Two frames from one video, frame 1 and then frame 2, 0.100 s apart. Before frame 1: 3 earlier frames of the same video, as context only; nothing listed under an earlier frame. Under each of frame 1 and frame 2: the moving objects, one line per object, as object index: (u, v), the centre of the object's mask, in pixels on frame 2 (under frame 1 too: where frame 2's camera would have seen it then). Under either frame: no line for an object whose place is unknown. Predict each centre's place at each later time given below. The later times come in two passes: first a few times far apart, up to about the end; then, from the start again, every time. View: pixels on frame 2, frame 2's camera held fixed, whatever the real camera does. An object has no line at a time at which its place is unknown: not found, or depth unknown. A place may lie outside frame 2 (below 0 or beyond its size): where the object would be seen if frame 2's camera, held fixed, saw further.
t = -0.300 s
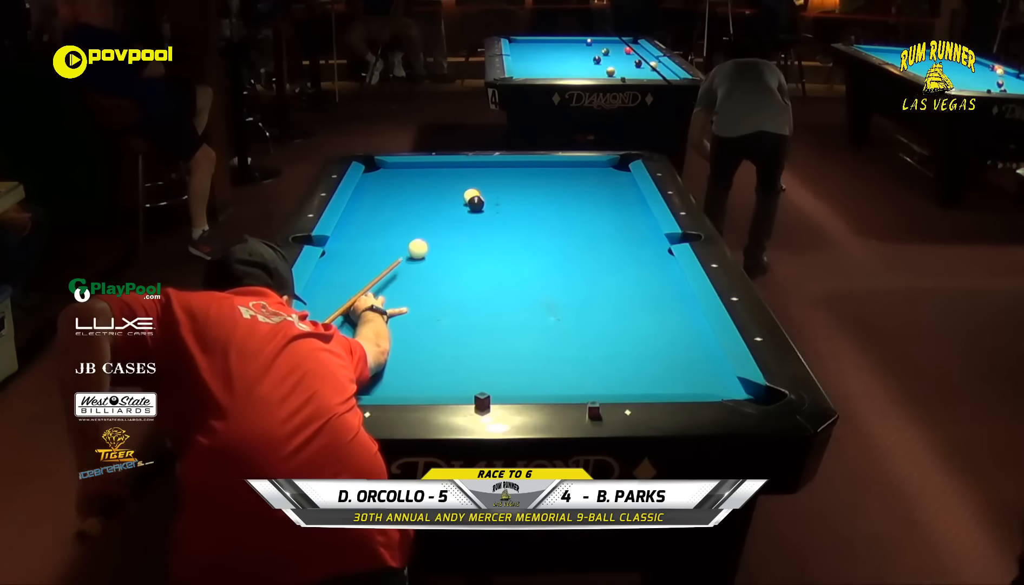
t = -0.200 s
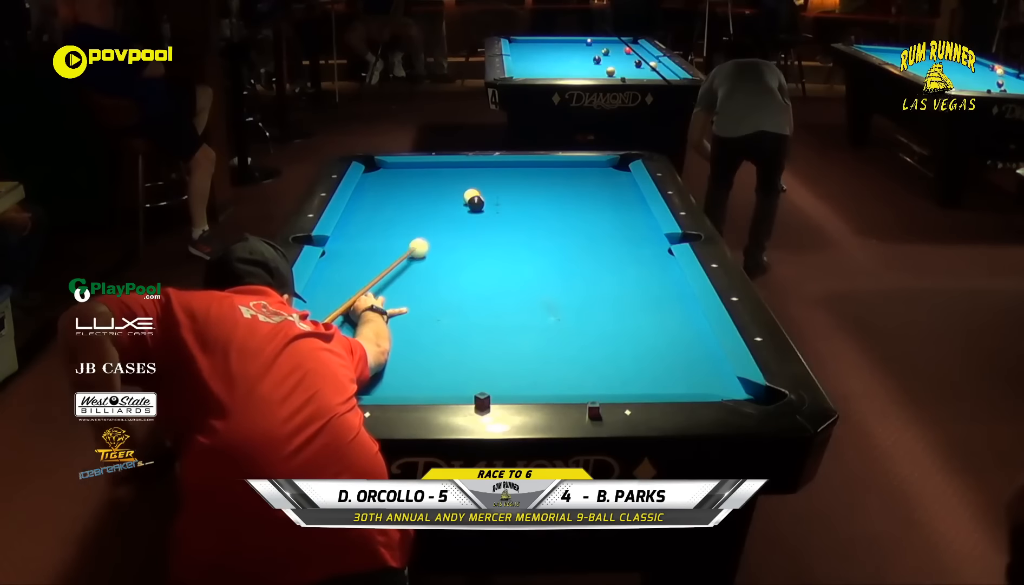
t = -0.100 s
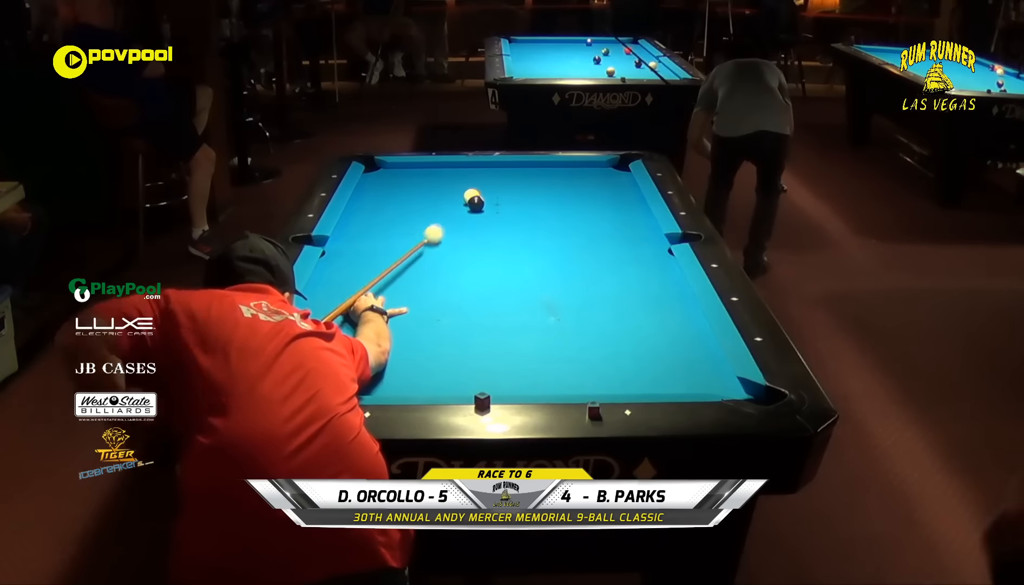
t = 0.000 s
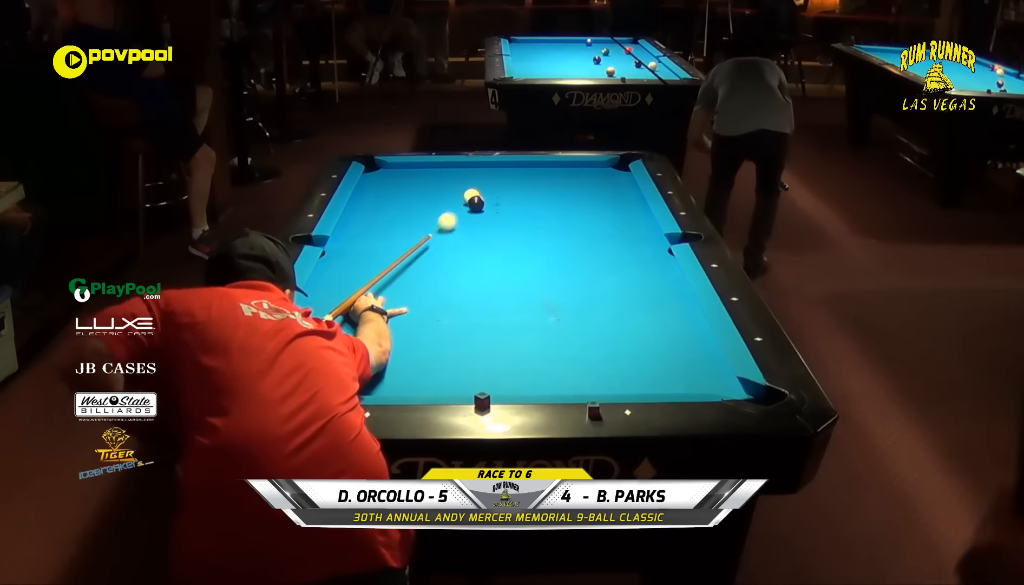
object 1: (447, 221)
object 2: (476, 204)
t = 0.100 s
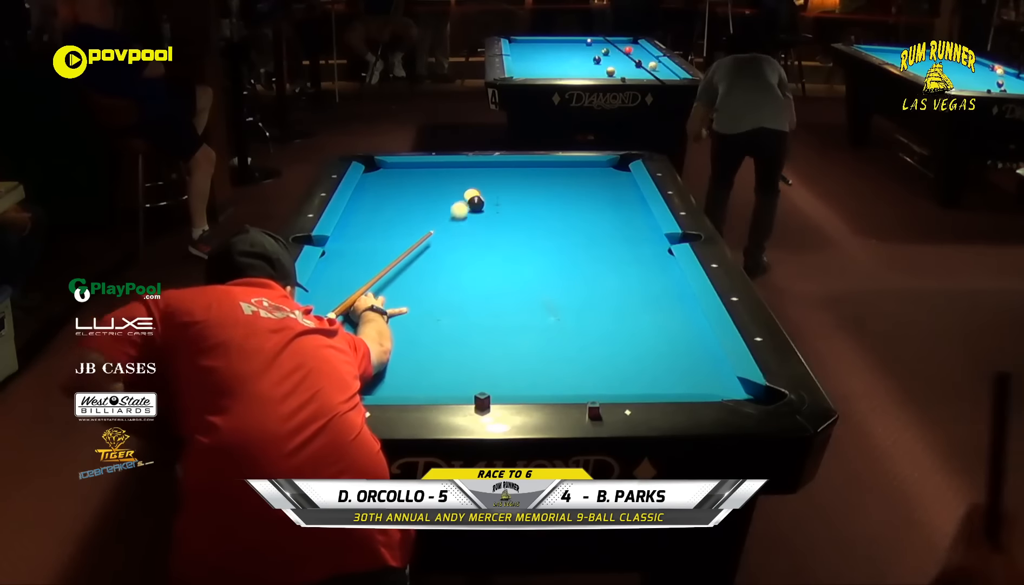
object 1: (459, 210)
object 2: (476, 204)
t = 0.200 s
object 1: (456, 203)
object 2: (490, 199)
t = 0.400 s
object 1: (443, 193)
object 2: (520, 190)
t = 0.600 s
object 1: (432, 184)
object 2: (547, 183)
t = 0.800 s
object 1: (422, 176)
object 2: (571, 176)
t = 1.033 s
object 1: (411, 167)
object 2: (598, 169)
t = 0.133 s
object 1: (462, 207)
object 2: (477, 203)
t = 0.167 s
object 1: (459, 205)
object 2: (484, 201)
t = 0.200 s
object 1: (456, 203)
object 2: (490, 199)
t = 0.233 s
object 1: (454, 202)
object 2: (496, 197)
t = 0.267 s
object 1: (451, 200)
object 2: (501, 196)
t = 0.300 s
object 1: (449, 198)
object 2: (506, 195)
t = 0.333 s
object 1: (447, 197)
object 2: (511, 193)
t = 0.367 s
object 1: (445, 195)
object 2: (516, 192)
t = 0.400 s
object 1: (443, 193)
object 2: (520, 190)
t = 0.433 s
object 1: (441, 192)
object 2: (525, 189)
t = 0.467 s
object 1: (439, 190)
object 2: (530, 188)
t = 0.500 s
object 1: (437, 189)
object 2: (534, 187)
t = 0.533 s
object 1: (436, 187)
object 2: (538, 185)
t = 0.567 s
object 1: (434, 186)
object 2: (542, 184)
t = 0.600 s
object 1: (432, 184)
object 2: (547, 183)
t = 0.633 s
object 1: (430, 183)
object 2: (551, 182)
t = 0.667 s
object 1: (429, 181)
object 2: (555, 180)
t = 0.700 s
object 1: (427, 180)
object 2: (560, 179)
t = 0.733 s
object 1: (425, 179)
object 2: (563, 178)
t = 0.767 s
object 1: (423, 177)
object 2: (568, 177)
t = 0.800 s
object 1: (422, 176)
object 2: (571, 176)
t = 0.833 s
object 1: (420, 174)
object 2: (575, 175)
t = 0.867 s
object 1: (419, 173)
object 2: (579, 174)
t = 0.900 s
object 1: (417, 172)
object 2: (583, 173)
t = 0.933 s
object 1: (415, 171)
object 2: (587, 172)
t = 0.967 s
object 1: (414, 169)
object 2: (591, 170)
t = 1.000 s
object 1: (412, 168)
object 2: (594, 170)
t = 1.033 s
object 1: (411, 167)
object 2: (598, 169)
